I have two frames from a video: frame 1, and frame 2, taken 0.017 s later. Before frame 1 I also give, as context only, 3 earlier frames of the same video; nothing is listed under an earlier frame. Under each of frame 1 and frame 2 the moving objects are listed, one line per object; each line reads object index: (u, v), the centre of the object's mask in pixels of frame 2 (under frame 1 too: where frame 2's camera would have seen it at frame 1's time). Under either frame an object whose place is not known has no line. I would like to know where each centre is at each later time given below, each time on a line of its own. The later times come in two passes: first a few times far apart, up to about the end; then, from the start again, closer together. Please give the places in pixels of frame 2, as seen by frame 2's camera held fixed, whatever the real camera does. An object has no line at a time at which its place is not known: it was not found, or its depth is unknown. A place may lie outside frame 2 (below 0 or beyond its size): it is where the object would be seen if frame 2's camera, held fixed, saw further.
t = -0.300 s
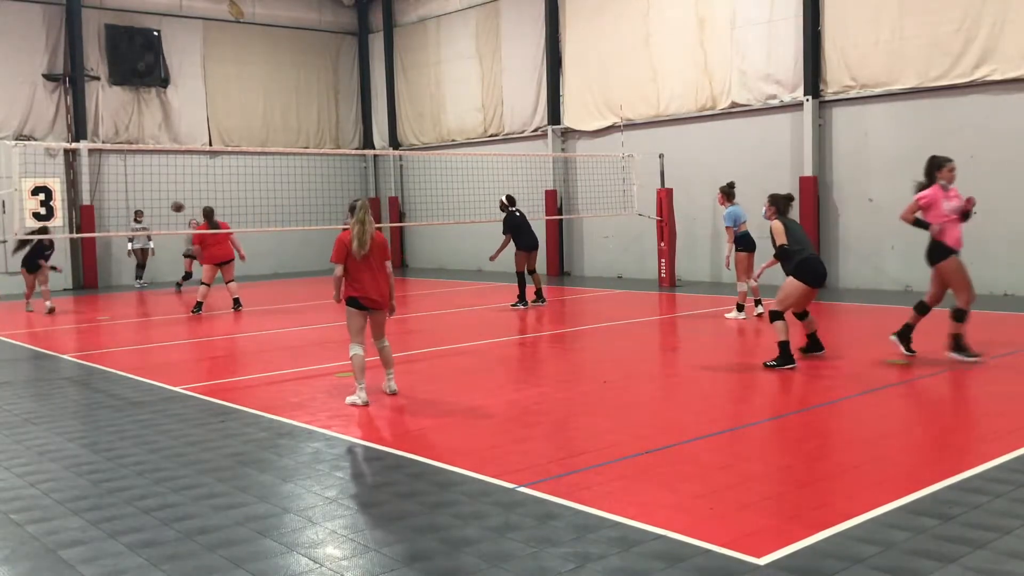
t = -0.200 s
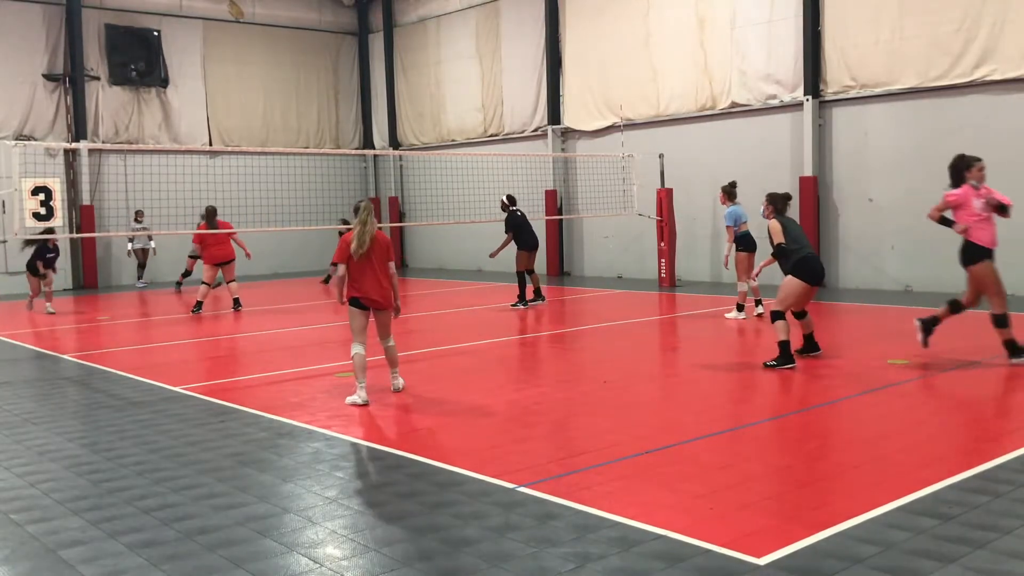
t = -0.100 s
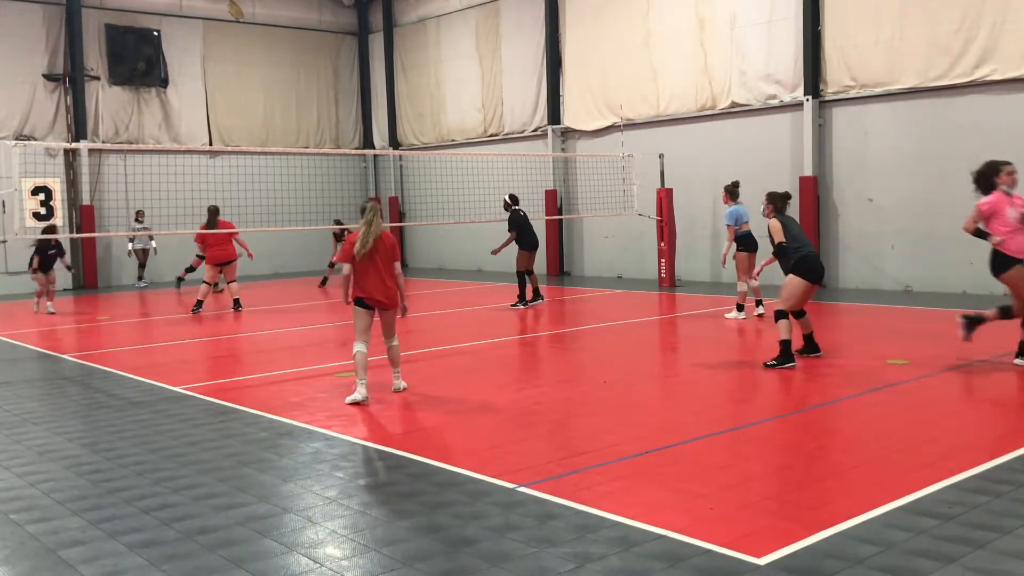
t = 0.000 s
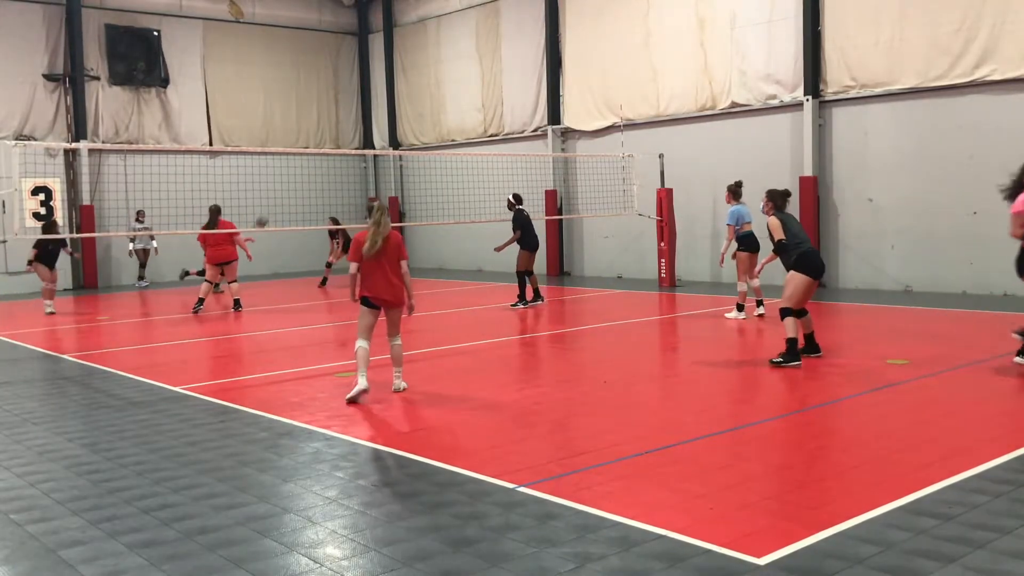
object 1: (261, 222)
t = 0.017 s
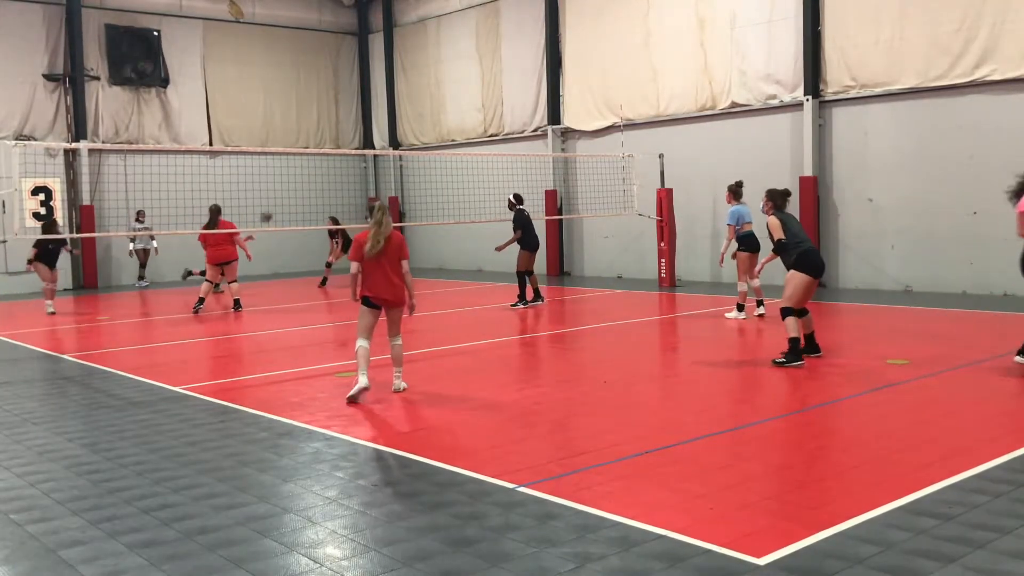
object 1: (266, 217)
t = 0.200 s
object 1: (323, 157)
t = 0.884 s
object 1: (535, 95)
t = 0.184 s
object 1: (318, 160)
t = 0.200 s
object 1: (323, 157)
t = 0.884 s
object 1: (535, 95)
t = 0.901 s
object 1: (540, 96)
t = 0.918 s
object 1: (545, 98)
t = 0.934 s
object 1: (551, 100)
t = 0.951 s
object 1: (555, 102)
